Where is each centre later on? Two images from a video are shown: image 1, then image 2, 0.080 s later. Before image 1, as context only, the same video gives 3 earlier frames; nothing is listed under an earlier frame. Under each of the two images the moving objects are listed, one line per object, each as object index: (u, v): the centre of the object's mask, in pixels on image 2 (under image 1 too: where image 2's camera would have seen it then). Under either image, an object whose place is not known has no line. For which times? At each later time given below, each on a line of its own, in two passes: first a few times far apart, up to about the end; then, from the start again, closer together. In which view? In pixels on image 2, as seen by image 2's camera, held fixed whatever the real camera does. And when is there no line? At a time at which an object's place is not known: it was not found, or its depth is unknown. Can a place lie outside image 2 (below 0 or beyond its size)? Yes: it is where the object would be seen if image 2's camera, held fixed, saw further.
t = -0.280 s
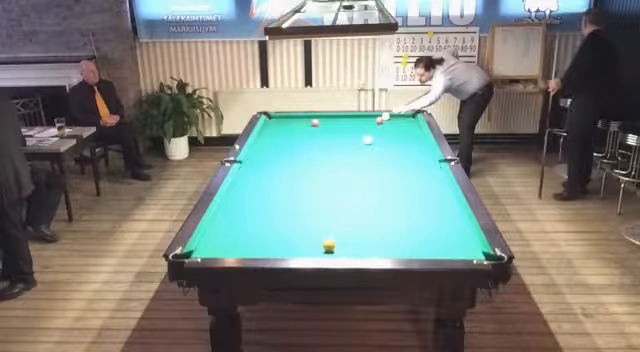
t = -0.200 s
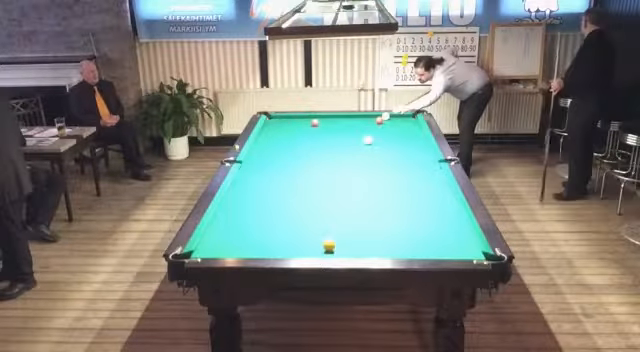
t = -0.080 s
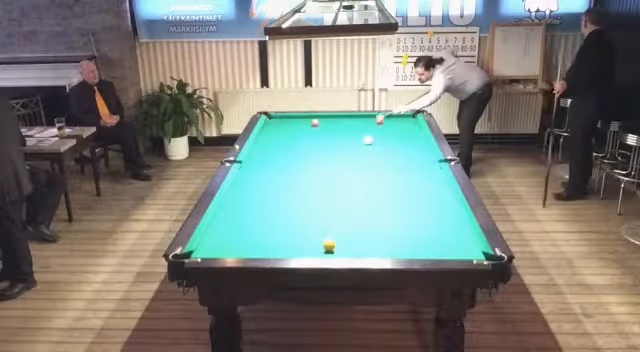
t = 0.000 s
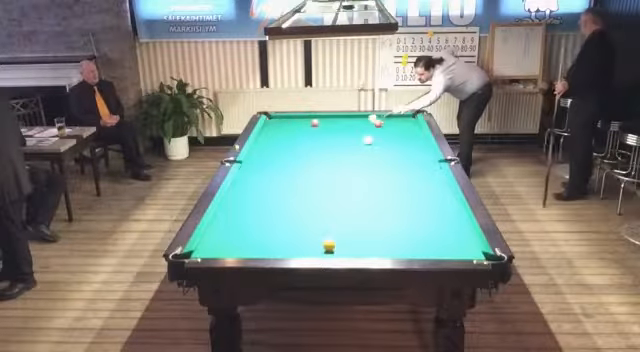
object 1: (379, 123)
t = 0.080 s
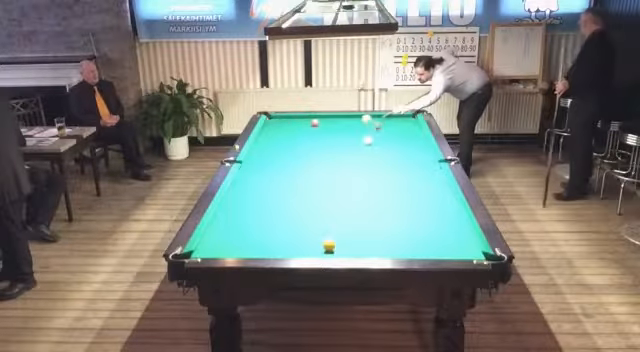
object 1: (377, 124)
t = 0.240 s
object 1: (375, 131)
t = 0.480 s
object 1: (372, 135)
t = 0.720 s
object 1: (376, 139)
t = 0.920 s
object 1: (379, 141)
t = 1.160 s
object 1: (382, 143)
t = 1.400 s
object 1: (389, 147)
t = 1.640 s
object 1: (392, 149)
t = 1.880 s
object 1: (396, 150)
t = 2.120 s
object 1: (399, 152)
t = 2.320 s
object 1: (402, 153)
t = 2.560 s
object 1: (405, 155)
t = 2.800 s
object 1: (409, 156)
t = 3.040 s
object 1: (411, 158)
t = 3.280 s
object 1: (414, 160)
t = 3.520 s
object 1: (415, 161)
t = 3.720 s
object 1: (418, 162)
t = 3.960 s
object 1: (419, 163)
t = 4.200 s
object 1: (420, 163)
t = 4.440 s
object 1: (421, 164)
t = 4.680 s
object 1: (422, 165)
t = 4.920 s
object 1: (422, 165)
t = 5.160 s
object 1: (423, 165)
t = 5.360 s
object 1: (423, 165)
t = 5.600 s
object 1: (423, 165)
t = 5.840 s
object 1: (423, 165)
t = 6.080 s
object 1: (423, 165)
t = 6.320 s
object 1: (423, 165)
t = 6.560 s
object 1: (423, 165)
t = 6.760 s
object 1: (423, 165)
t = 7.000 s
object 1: (423, 166)
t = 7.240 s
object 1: (423, 166)
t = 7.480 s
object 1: (423, 166)
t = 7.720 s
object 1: (423, 166)
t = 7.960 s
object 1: (423, 166)
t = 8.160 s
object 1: (423, 166)
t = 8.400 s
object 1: (423, 166)
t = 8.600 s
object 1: (421, 167)
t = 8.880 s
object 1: (423, 166)
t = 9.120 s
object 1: (423, 166)
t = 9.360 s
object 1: (423, 166)
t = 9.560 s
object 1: (423, 166)
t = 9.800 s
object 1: (423, 166)
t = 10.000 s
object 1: (423, 166)
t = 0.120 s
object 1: (376, 127)
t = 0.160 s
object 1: (376, 128)
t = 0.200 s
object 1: (376, 129)
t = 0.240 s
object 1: (375, 131)
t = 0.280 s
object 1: (373, 131)
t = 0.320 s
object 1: (373, 133)
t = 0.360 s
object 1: (373, 133)
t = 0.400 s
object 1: (372, 135)
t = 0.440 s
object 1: (372, 135)
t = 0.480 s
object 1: (372, 135)
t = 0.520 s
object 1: (371, 136)
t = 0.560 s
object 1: (371, 137)
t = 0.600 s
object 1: (373, 138)
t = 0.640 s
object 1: (374, 139)
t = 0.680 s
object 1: (374, 139)
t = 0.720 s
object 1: (376, 139)
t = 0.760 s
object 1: (376, 140)
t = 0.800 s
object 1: (377, 140)
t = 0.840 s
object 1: (378, 141)
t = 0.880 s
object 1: (378, 141)
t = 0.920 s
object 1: (379, 141)
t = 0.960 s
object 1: (380, 142)
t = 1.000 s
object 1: (381, 142)
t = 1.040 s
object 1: (382, 142)
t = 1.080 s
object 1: (382, 143)
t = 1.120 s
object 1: (382, 143)
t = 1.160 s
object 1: (382, 143)
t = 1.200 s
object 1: (383, 144)
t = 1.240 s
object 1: (384, 144)
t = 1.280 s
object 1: (386, 145)
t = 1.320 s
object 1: (388, 147)
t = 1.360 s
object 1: (388, 147)
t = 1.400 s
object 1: (389, 147)
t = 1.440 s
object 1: (389, 147)
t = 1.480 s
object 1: (389, 147)
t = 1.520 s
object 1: (390, 147)
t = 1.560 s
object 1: (391, 148)
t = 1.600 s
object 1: (392, 149)
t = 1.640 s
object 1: (392, 149)
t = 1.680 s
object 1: (392, 149)
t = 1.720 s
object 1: (393, 149)
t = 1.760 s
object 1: (394, 150)
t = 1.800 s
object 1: (394, 149)
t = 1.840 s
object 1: (394, 149)
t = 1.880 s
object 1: (396, 150)
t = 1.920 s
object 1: (396, 151)
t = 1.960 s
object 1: (398, 151)
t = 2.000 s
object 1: (397, 151)
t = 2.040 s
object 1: (398, 151)
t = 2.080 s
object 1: (399, 152)
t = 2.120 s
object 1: (399, 152)
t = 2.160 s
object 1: (400, 152)
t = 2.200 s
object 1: (400, 152)
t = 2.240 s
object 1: (401, 153)
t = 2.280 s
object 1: (402, 153)
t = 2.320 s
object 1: (402, 153)
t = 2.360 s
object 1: (402, 153)
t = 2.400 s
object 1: (403, 154)
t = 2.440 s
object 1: (403, 154)
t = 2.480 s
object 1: (404, 154)
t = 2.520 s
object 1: (404, 154)
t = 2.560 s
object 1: (405, 155)
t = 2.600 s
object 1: (406, 155)
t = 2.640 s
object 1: (407, 156)
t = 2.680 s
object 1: (407, 156)
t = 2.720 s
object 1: (408, 156)
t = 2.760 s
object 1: (408, 156)
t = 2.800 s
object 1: (409, 156)
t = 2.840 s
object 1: (409, 157)
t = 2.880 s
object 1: (409, 157)
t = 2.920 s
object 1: (410, 157)
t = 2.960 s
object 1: (410, 157)
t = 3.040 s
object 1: (411, 158)
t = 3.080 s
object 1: (411, 158)
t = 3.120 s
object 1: (411, 158)
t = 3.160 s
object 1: (412, 159)
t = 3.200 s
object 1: (413, 159)
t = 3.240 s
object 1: (413, 159)
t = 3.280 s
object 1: (414, 160)
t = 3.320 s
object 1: (414, 160)
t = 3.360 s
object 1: (414, 160)
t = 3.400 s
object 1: (414, 160)
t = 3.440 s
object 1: (415, 161)
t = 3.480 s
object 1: (415, 161)
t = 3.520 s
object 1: (415, 161)
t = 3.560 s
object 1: (415, 161)
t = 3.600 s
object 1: (417, 162)
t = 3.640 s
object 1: (417, 162)
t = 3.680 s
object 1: (417, 162)
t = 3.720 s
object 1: (418, 162)
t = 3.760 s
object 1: (418, 162)
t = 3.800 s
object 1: (419, 162)
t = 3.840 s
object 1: (419, 162)
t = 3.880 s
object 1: (419, 162)
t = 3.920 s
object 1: (419, 162)
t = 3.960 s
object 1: (419, 163)
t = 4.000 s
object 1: (419, 163)
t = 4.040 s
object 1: (420, 162)
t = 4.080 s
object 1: (420, 163)
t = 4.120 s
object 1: (420, 164)
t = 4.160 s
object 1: (420, 163)
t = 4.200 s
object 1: (420, 163)
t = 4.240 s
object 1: (421, 164)
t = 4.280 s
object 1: (421, 164)
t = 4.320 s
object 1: (421, 164)
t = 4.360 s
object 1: (421, 164)
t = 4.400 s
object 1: (421, 164)
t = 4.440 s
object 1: (421, 164)
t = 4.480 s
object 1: (421, 164)
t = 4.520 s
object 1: (422, 164)
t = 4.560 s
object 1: (422, 164)
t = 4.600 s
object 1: (422, 164)
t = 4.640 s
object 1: (422, 165)
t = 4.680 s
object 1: (422, 165)
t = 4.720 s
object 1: (422, 165)
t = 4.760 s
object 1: (422, 165)
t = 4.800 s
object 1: (422, 165)
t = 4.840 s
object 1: (422, 165)
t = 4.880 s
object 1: (422, 165)
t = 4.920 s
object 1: (422, 165)
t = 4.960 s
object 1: (422, 165)
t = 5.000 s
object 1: (422, 165)
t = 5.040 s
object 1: (422, 165)
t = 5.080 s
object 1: (422, 165)
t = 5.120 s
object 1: (423, 165)
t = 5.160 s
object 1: (423, 165)
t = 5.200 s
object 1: (423, 165)
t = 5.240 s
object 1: (422, 165)
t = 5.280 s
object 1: (423, 165)
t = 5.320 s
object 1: (423, 165)
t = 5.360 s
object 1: (423, 165)
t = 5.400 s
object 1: (423, 165)
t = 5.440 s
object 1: (423, 165)
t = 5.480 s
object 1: (423, 165)
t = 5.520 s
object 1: (423, 165)
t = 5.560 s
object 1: (423, 165)
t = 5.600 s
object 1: (423, 165)
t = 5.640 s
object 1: (423, 165)
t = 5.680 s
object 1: (423, 165)
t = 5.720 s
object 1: (423, 165)
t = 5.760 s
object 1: (423, 165)
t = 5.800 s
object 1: (423, 165)
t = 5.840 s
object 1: (423, 165)
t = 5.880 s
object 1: (423, 165)
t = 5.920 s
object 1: (423, 165)
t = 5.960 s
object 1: (423, 165)
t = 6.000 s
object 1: (423, 165)
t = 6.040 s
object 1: (423, 165)
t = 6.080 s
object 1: (423, 165)
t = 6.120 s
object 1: (423, 165)
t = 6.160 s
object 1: (423, 165)
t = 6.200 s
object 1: (423, 165)
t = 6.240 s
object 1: (423, 165)
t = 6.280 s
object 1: (423, 165)
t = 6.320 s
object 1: (423, 165)
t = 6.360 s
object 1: (423, 165)
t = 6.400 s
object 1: (423, 165)
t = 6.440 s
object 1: (423, 165)
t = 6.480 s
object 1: (423, 165)
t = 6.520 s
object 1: (422, 165)
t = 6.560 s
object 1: (423, 165)
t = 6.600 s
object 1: (422, 165)
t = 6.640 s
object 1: (423, 165)
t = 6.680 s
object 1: (423, 165)
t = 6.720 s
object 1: (423, 165)
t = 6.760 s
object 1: (423, 165)
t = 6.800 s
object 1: (423, 166)
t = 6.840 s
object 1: (423, 166)
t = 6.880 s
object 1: (423, 166)
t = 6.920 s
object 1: (423, 166)
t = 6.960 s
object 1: (423, 166)
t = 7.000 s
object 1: (423, 166)
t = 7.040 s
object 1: (423, 166)
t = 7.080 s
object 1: (423, 166)
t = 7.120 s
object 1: (423, 166)
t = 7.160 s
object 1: (423, 166)
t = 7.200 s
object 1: (423, 166)
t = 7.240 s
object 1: (423, 166)
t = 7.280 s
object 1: (423, 166)
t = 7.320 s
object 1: (423, 166)
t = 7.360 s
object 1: (423, 166)
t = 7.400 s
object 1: (423, 166)
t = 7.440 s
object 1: (423, 166)
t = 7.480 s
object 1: (423, 166)
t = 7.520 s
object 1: (423, 166)
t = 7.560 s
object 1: (423, 166)
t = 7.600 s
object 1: (423, 166)
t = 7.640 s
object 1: (423, 166)
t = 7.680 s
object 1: (423, 166)
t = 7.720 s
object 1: (423, 166)
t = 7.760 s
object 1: (423, 166)
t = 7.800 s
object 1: (423, 166)
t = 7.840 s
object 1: (423, 166)
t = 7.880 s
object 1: (423, 166)
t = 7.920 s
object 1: (423, 166)
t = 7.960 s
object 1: (423, 166)
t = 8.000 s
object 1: (423, 166)
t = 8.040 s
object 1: (423, 166)
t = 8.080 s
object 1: (423, 166)
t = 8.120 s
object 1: (423, 166)
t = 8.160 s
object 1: (423, 166)
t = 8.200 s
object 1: (423, 166)
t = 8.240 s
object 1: (423, 166)
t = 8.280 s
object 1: (423, 166)
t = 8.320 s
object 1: (423, 166)
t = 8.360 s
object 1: (423, 166)
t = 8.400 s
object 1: (423, 166)
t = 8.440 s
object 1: (423, 166)
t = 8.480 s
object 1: (423, 166)
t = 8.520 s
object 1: (423, 166)
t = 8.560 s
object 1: (423, 166)
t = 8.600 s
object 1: (421, 167)
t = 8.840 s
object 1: (422, 167)
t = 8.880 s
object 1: (423, 166)
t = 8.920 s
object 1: (423, 166)
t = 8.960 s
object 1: (423, 166)
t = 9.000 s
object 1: (423, 166)
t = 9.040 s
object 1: (423, 166)
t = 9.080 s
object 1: (423, 166)
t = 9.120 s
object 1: (423, 166)
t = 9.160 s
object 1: (423, 166)
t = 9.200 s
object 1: (423, 166)
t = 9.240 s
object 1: (423, 166)
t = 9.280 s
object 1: (423, 166)
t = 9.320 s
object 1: (423, 166)
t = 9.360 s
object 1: (423, 166)
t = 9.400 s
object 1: (423, 166)
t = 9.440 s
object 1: (423, 166)
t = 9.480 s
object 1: (423, 166)
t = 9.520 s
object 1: (423, 166)
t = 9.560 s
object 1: (423, 166)
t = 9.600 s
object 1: (423, 166)
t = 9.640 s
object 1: (423, 166)
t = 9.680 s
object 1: (423, 166)
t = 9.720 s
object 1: (423, 166)
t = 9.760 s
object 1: (423, 166)
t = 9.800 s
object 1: (423, 166)
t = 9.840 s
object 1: (423, 166)
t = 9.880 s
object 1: (423, 166)
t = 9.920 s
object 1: (423, 166)
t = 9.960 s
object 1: (423, 166)
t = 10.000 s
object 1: (423, 166)
